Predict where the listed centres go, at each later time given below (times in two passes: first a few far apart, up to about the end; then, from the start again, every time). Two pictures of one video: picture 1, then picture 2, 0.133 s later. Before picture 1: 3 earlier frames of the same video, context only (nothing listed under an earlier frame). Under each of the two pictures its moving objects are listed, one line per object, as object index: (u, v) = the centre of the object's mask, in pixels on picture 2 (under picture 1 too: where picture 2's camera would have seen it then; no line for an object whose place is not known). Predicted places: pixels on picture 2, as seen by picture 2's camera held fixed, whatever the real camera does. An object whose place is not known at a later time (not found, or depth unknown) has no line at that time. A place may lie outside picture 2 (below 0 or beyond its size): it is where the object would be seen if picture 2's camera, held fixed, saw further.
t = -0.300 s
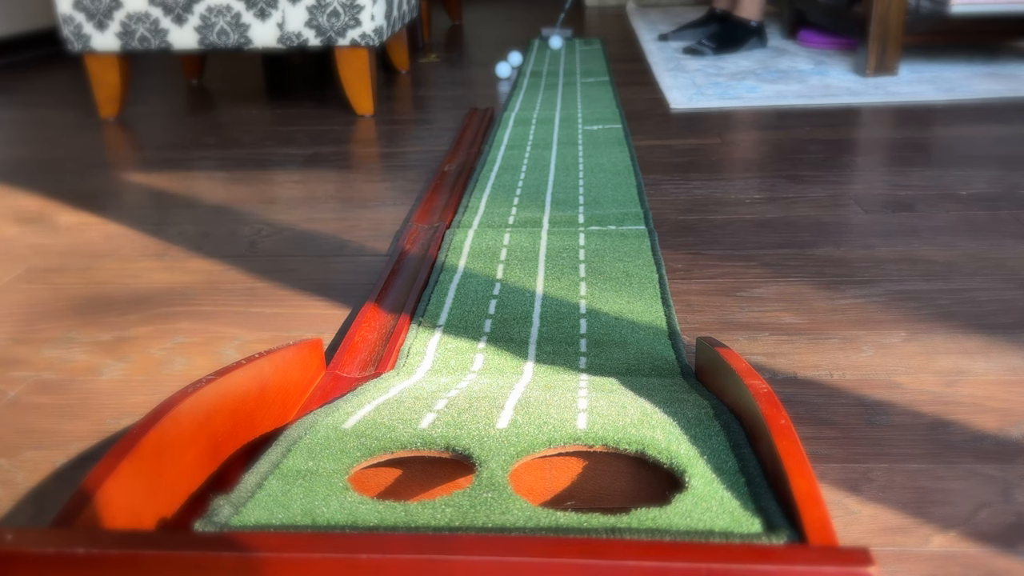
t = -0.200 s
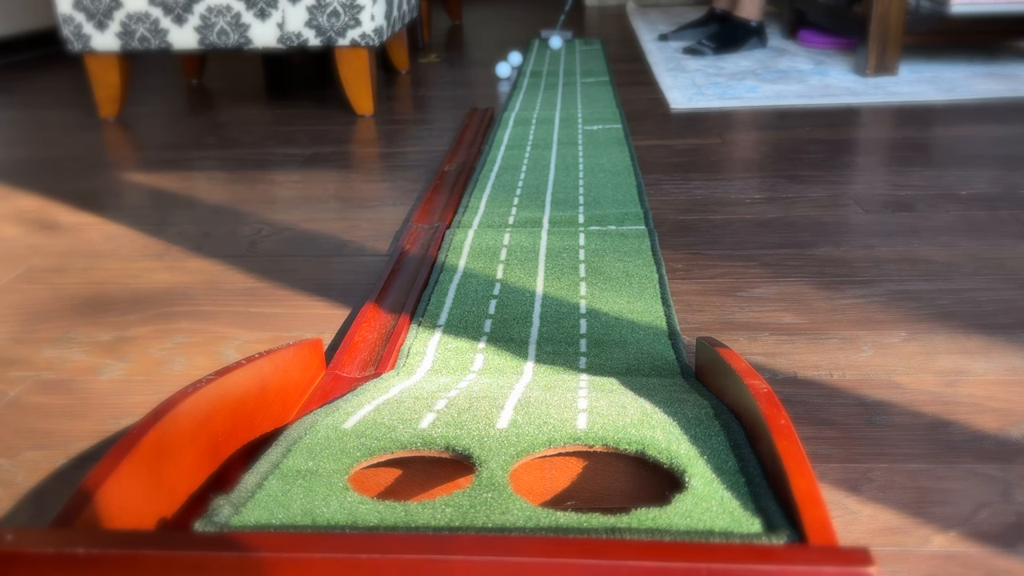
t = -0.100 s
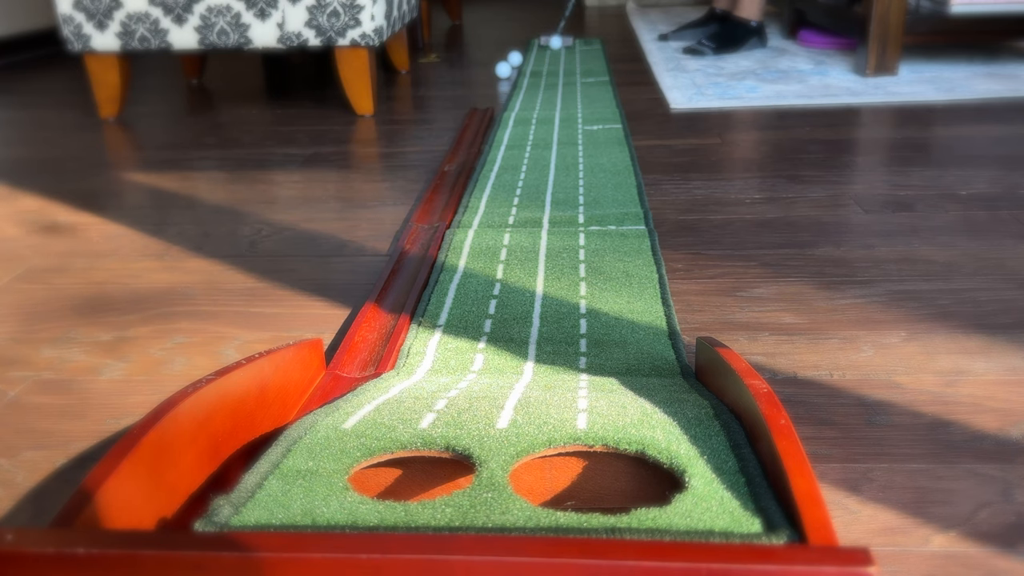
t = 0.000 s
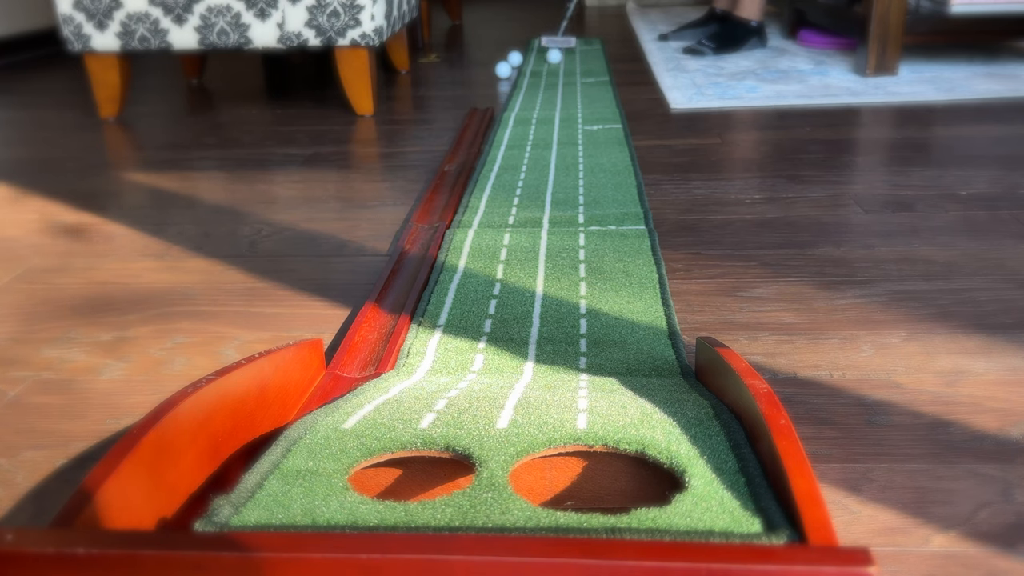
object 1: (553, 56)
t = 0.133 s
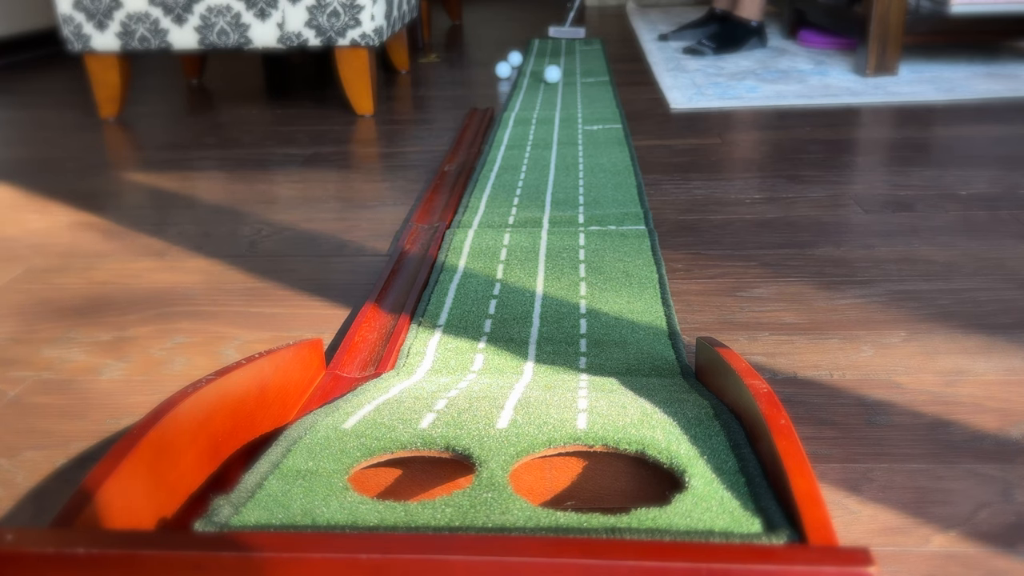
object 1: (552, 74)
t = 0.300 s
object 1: (551, 95)
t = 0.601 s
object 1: (554, 148)
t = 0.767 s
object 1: (558, 194)
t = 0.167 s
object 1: (552, 78)
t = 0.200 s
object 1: (551, 82)
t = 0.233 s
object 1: (551, 89)
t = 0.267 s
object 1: (551, 92)
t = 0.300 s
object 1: (551, 95)
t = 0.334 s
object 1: (551, 98)
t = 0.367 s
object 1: (551, 103)
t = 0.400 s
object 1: (552, 111)
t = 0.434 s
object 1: (552, 117)
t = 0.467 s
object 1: (552, 119)
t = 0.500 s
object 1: (553, 127)
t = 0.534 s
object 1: (553, 137)
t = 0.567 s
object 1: (554, 143)
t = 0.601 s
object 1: (554, 148)
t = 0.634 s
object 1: (555, 155)
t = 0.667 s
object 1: (556, 164)
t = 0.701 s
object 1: (557, 178)
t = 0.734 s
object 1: (558, 188)
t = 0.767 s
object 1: (558, 194)
